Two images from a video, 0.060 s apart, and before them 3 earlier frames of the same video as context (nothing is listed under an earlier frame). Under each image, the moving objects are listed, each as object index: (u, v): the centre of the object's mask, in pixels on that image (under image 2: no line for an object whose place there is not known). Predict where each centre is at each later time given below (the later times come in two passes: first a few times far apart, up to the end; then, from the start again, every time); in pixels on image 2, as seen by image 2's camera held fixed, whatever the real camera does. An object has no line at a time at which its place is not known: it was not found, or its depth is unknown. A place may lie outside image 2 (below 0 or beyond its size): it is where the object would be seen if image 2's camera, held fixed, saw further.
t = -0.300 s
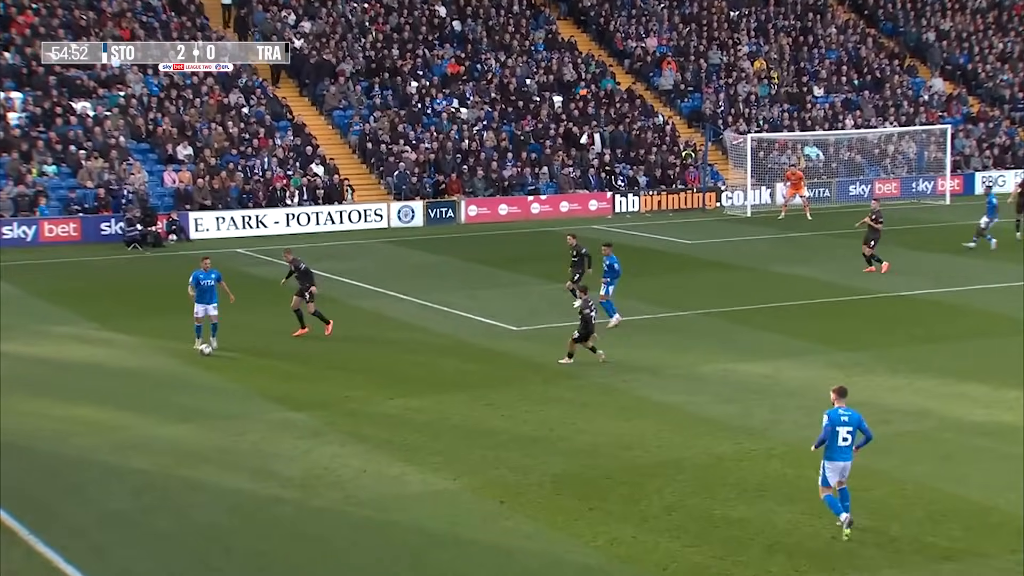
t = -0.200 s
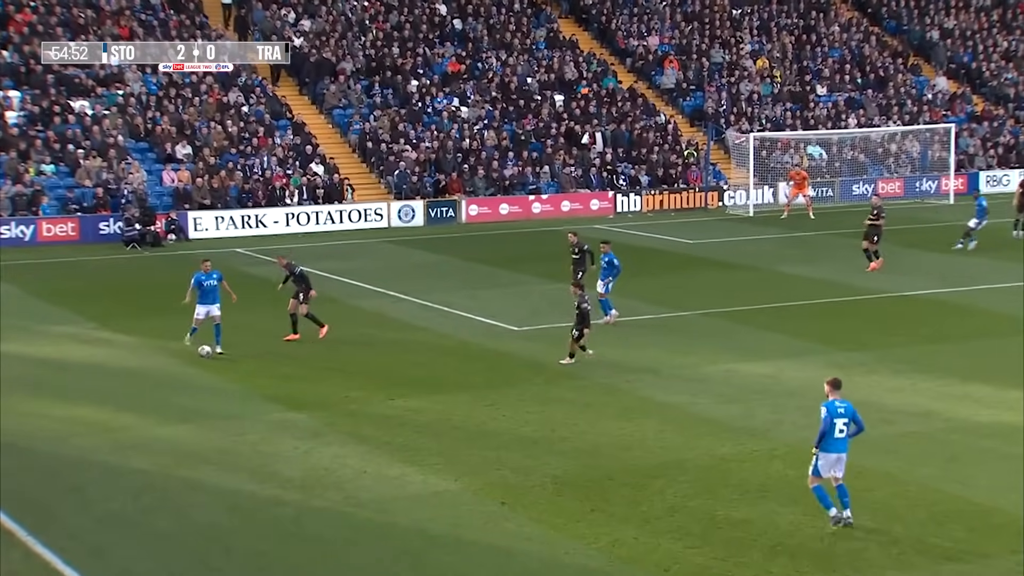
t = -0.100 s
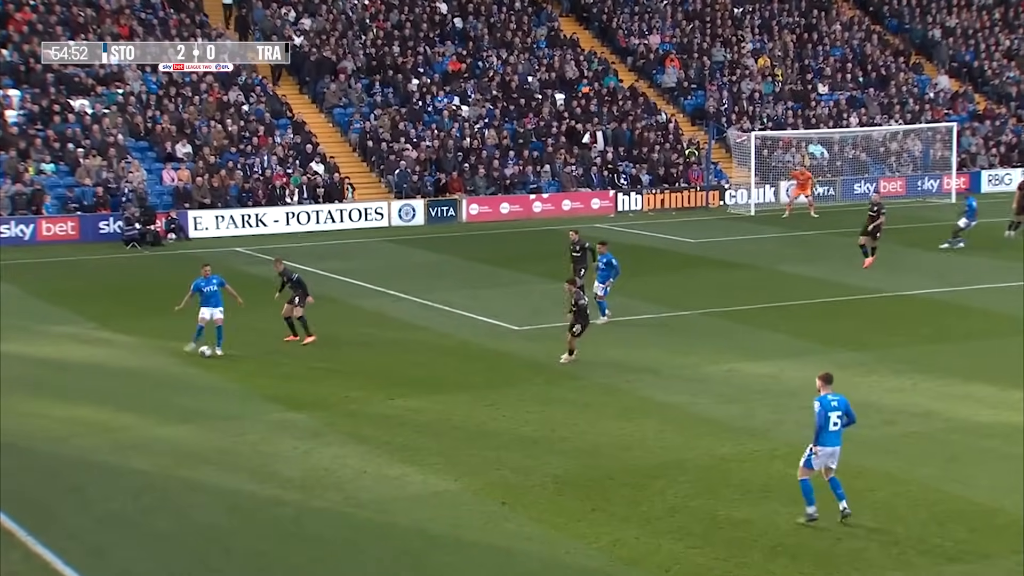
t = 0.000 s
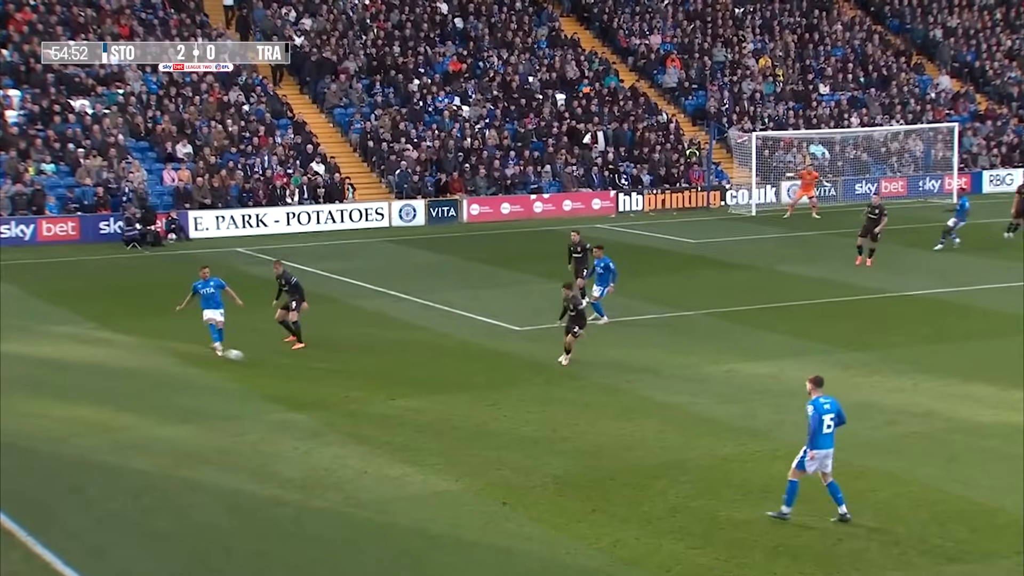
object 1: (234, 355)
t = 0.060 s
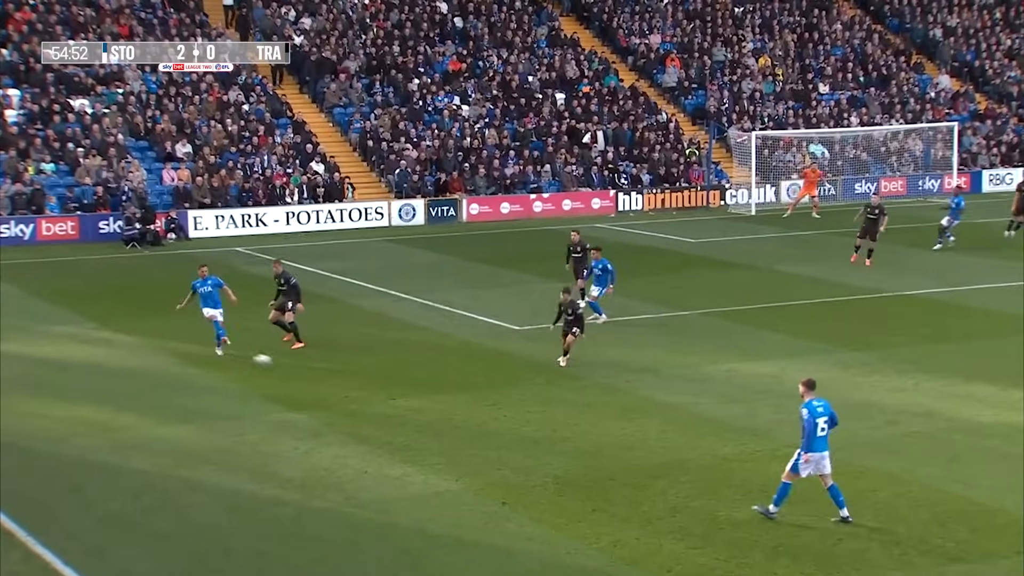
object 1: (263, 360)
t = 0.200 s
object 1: (332, 376)
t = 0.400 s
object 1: (431, 397)
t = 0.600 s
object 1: (532, 420)
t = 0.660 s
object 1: (561, 425)
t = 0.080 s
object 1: (273, 362)
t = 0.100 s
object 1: (283, 365)
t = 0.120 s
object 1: (293, 368)
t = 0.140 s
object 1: (303, 371)
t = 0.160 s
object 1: (313, 374)
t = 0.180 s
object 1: (323, 376)
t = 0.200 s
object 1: (332, 376)
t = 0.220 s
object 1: (341, 377)
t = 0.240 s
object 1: (351, 379)
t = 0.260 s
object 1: (361, 381)
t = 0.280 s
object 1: (371, 382)
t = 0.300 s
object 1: (380, 385)
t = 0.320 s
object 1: (391, 388)
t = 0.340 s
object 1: (401, 391)
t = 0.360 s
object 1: (411, 394)
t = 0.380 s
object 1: (422, 396)
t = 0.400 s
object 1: (431, 397)
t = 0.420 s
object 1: (441, 398)
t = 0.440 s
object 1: (451, 399)
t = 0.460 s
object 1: (461, 401)
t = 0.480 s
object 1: (470, 403)
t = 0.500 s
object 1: (481, 406)
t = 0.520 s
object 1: (491, 408)
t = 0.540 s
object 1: (501, 411)
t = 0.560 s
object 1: (512, 415)
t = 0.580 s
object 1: (522, 418)
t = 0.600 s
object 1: (532, 420)
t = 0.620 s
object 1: (542, 422)
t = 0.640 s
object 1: (551, 424)
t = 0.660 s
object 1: (561, 425)
